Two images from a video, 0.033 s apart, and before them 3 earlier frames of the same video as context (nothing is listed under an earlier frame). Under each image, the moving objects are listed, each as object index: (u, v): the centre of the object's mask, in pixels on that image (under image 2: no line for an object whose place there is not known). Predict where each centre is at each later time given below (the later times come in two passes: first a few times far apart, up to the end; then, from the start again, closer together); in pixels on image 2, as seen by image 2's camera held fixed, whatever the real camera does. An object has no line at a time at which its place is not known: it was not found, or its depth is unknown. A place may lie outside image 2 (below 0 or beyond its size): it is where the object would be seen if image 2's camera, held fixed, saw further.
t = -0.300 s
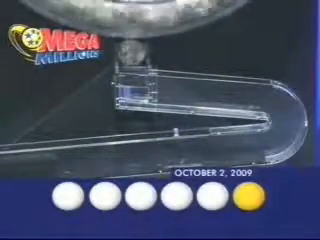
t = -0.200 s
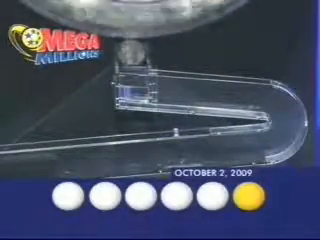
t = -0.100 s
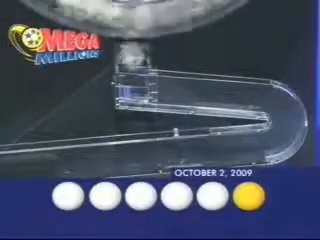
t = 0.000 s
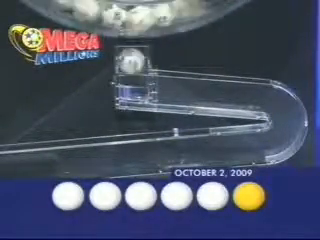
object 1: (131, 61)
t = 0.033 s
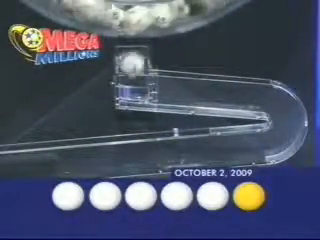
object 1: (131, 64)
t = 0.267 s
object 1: (144, 88)
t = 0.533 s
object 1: (218, 95)
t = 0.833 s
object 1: (262, 143)
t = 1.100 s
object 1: (137, 154)
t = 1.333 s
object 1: (86, 159)
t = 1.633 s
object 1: (104, 158)
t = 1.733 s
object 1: (104, 158)
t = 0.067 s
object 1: (132, 68)
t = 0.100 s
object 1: (132, 73)
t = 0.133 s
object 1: (133, 77)
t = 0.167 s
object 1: (134, 79)
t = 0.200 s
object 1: (135, 82)
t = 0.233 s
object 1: (137, 84)
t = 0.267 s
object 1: (144, 88)
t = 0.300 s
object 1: (152, 91)
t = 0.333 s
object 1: (160, 91)
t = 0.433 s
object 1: (188, 93)
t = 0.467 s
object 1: (198, 94)
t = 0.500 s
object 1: (208, 94)
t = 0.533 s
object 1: (218, 95)
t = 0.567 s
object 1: (229, 97)
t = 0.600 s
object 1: (240, 97)
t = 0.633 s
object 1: (251, 98)
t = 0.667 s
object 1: (262, 99)
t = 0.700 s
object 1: (274, 102)
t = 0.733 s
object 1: (286, 110)
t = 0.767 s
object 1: (286, 122)
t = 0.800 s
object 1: (279, 137)
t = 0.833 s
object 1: (262, 143)
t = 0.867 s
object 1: (248, 144)
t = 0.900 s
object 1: (232, 146)
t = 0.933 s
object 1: (217, 147)
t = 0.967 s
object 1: (202, 148)
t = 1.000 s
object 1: (186, 150)
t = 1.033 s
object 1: (170, 151)
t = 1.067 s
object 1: (154, 153)
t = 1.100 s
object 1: (137, 154)
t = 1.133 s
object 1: (119, 156)
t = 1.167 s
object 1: (102, 157)
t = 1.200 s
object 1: (83, 159)
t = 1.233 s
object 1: (71, 160)
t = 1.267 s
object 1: (75, 159)
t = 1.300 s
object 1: (81, 159)
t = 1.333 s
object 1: (86, 159)
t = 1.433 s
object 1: (95, 158)
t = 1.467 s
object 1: (98, 158)
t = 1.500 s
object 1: (100, 158)
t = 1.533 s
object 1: (102, 157)
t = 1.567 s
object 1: (103, 157)
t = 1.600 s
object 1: (104, 158)
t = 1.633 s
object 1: (104, 158)
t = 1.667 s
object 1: (104, 158)
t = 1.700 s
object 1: (104, 158)
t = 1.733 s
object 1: (104, 158)
